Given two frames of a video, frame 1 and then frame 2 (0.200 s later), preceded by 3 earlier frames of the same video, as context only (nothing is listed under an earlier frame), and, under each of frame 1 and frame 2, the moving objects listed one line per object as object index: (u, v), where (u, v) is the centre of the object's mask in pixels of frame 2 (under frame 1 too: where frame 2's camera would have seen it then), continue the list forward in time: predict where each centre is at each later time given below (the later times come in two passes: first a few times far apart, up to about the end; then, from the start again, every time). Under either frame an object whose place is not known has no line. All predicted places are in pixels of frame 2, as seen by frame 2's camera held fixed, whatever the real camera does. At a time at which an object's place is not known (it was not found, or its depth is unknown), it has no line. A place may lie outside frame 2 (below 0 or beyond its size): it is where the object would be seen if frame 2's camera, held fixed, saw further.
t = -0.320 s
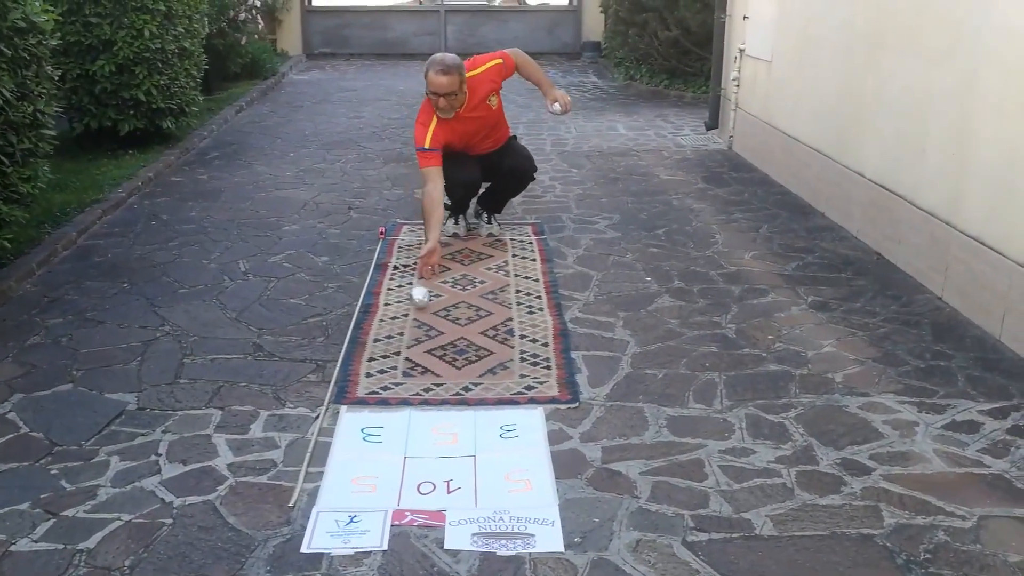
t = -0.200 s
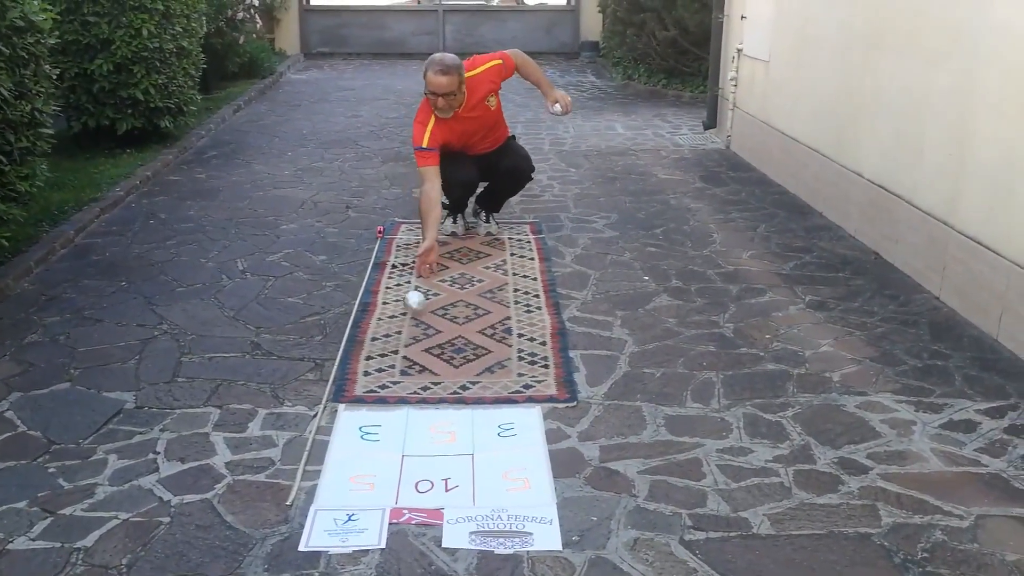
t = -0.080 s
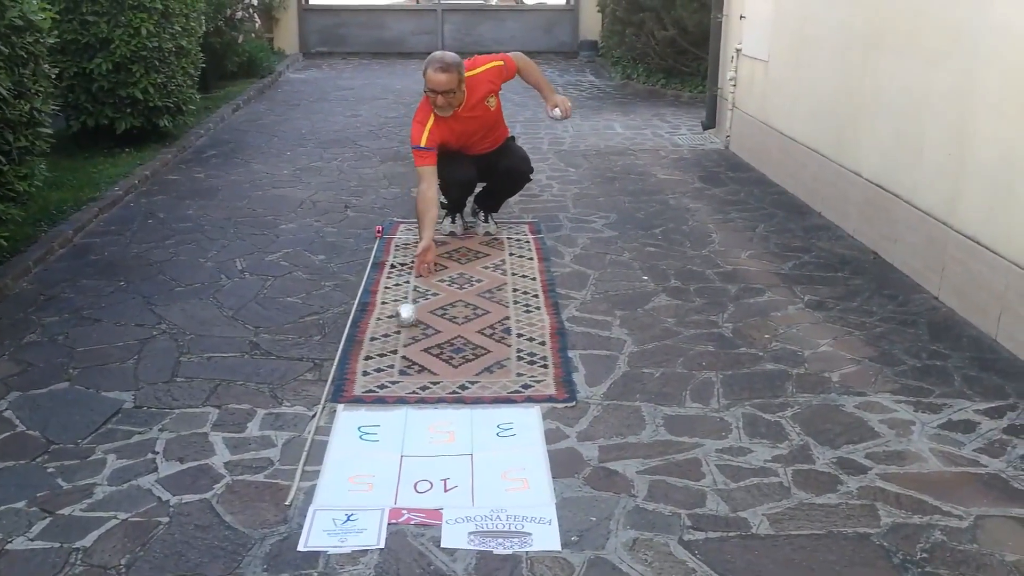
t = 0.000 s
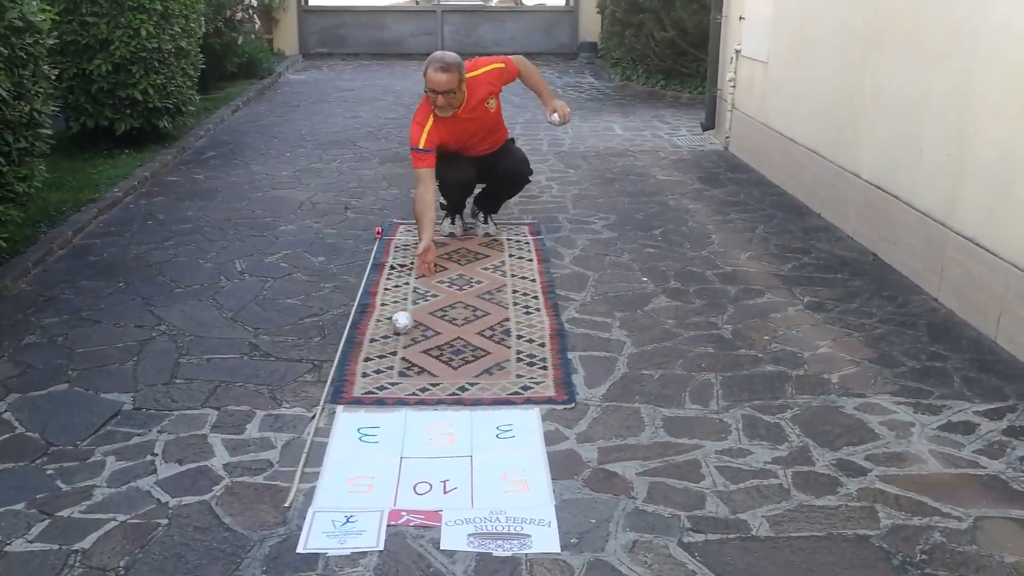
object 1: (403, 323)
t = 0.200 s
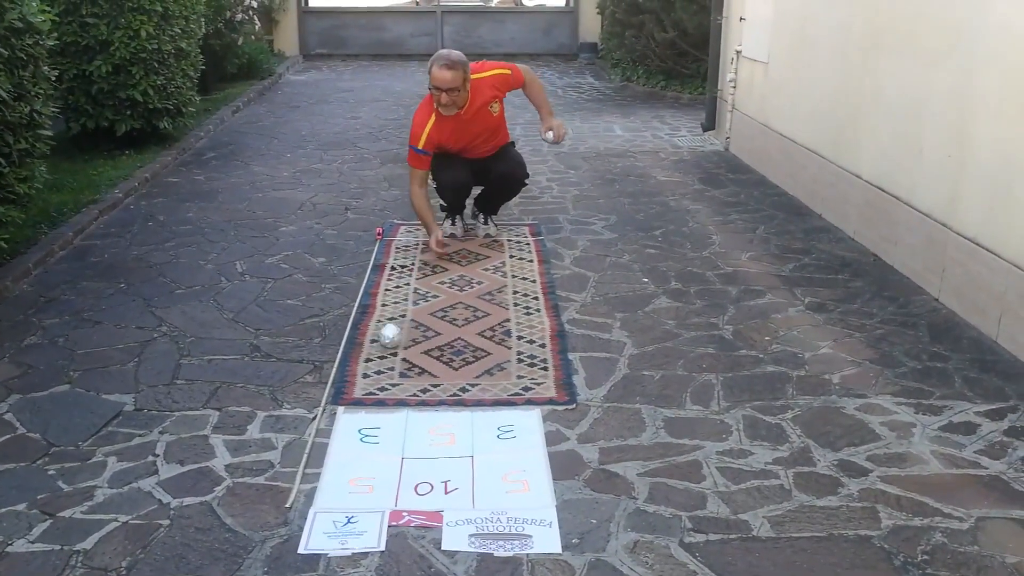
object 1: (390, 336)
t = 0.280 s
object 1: (384, 340)
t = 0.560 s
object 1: (365, 357)
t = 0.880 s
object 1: (351, 373)
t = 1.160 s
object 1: (348, 390)
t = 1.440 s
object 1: (357, 405)
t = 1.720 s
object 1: (373, 424)
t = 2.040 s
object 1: (405, 444)
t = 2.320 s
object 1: (439, 458)
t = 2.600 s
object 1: (465, 469)
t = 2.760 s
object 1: (479, 471)
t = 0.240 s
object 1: (387, 338)
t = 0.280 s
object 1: (384, 340)
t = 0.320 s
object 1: (378, 343)
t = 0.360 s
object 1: (376, 345)
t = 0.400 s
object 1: (374, 348)
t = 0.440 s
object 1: (372, 350)
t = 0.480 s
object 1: (370, 351)
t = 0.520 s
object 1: (366, 356)
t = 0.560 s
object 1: (365, 357)
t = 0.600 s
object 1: (363, 359)
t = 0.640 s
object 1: (362, 361)
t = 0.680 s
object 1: (361, 362)
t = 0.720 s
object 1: (358, 367)
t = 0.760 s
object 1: (356, 369)
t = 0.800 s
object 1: (354, 371)
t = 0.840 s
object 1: (352, 372)
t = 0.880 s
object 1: (351, 373)
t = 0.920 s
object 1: (349, 378)
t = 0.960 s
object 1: (347, 380)
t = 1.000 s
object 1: (347, 382)
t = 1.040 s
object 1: (346, 383)
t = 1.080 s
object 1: (346, 384)
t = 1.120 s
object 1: (347, 386)
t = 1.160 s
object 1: (348, 390)
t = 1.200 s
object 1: (348, 391)
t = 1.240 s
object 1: (348, 393)
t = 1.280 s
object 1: (349, 395)
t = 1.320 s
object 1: (351, 398)
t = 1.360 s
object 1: (353, 401)
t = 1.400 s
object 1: (355, 403)
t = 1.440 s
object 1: (357, 405)
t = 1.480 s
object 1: (359, 408)
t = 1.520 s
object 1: (361, 410)
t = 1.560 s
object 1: (365, 414)
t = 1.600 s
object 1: (367, 417)
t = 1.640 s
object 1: (369, 420)
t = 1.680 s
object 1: (371, 422)
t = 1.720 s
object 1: (373, 424)
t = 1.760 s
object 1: (377, 429)
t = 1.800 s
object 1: (380, 431)
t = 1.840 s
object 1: (384, 432)
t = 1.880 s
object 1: (386, 434)
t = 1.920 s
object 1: (390, 437)
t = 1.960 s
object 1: (396, 441)
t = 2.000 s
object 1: (401, 443)
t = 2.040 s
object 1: (405, 444)
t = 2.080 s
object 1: (409, 446)
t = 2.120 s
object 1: (414, 447)
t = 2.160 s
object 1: (418, 449)
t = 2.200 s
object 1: (427, 453)
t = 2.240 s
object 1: (431, 455)
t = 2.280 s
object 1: (435, 456)
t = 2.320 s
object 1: (439, 458)
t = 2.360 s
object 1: (442, 459)
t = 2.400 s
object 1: (448, 461)
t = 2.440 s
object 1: (451, 463)
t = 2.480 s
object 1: (454, 464)
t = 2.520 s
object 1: (457, 466)
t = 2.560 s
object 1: (459, 467)
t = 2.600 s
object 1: (465, 469)
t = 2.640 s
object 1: (469, 470)
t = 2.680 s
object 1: (472, 470)
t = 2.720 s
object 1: (476, 471)
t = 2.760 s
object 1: (479, 471)
